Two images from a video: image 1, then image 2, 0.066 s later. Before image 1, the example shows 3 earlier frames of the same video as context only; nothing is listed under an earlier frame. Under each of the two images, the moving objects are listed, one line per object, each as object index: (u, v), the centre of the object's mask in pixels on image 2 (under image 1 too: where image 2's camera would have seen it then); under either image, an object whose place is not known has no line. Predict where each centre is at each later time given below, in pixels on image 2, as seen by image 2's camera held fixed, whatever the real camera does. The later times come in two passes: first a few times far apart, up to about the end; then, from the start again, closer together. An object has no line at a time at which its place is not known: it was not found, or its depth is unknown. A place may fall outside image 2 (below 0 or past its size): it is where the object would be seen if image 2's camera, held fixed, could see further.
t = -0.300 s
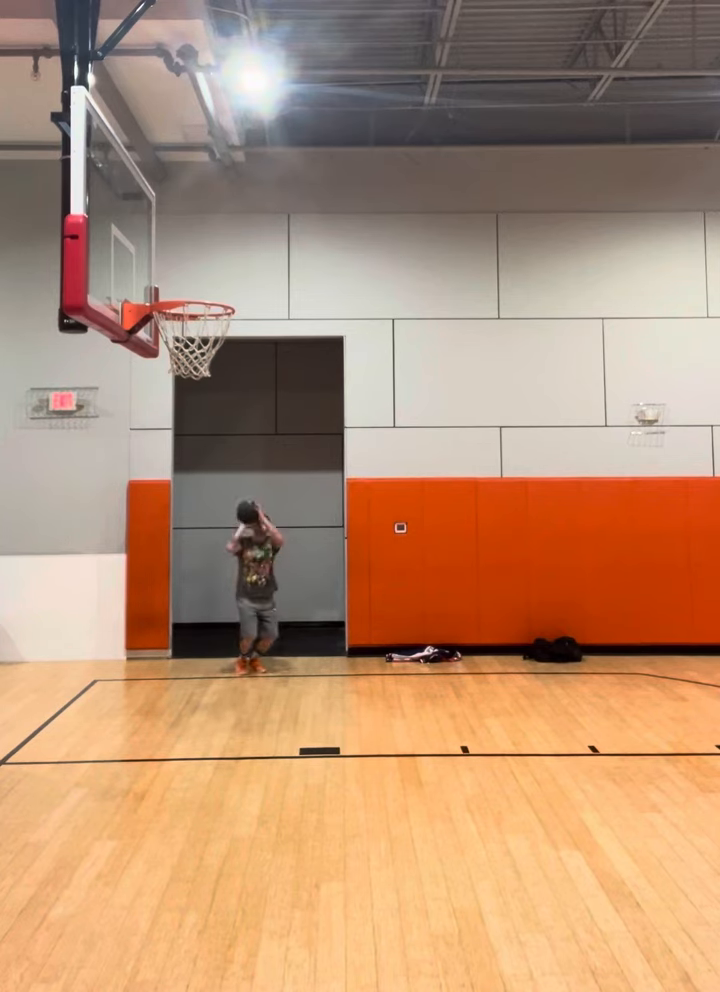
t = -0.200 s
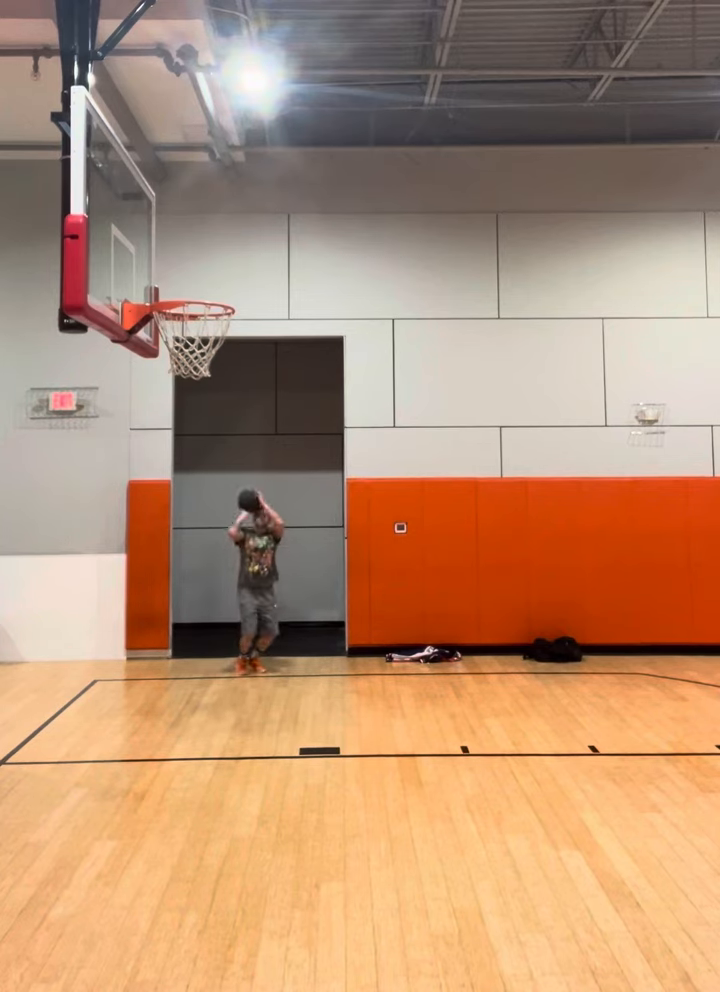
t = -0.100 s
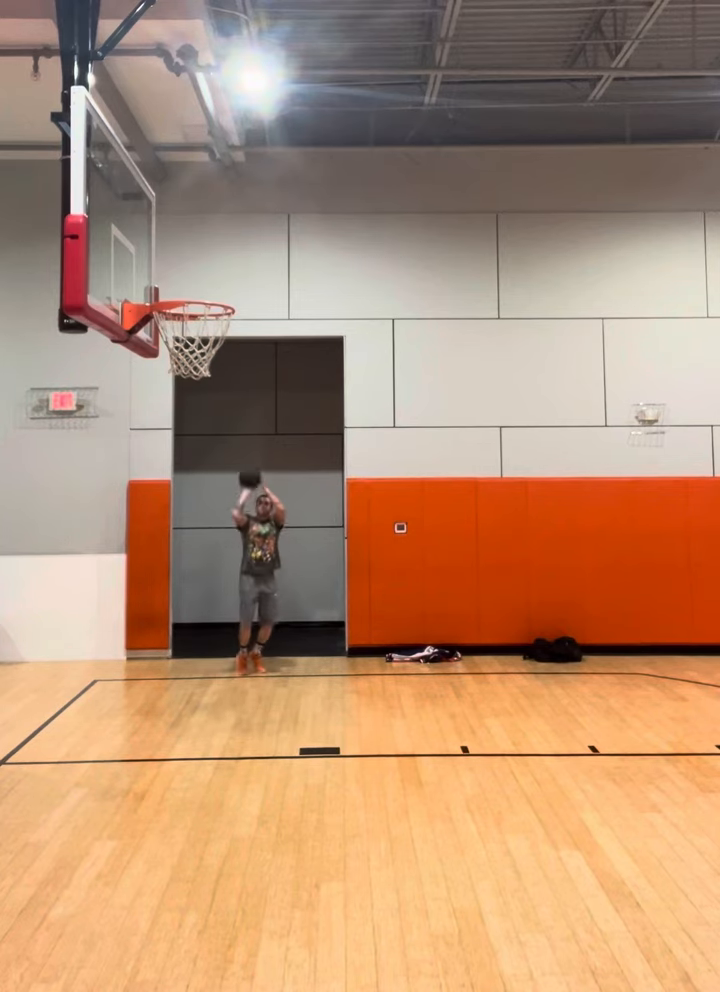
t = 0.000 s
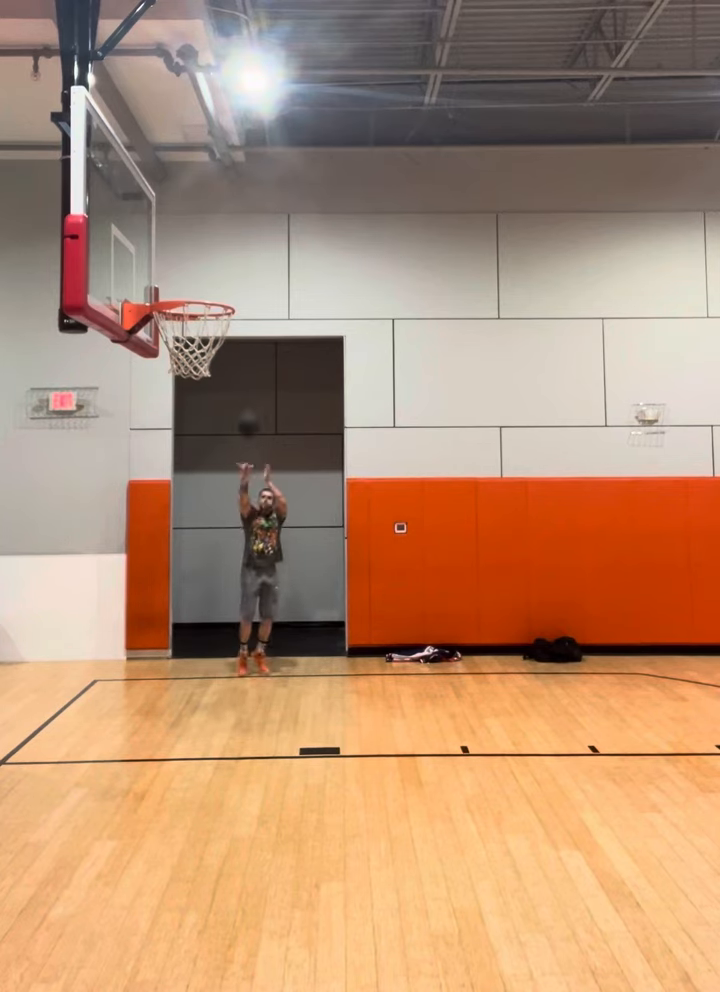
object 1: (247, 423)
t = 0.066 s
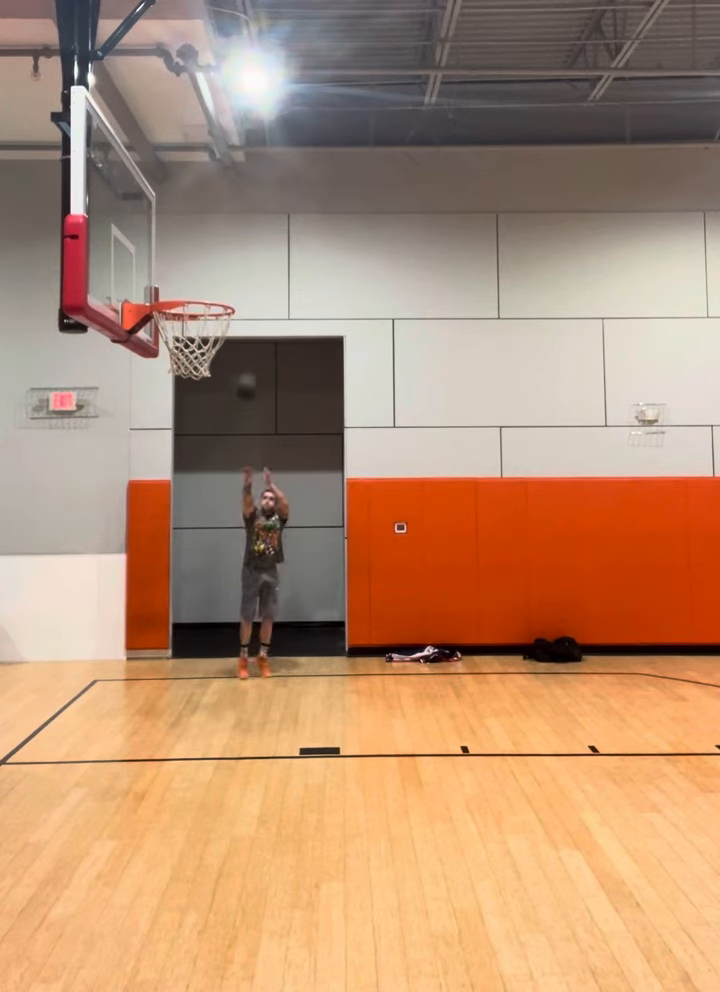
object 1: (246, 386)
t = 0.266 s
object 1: (239, 299)
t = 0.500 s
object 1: (229, 230)
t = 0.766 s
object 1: (214, 223)
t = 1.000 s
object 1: (197, 307)
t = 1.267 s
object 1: (183, 337)
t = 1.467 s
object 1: (177, 414)
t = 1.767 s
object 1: (164, 679)
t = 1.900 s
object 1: (158, 865)
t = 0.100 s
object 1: (245, 368)
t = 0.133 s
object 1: (243, 353)
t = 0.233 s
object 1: (242, 311)
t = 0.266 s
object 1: (239, 299)
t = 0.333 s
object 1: (236, 274)
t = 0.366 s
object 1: (235, 263)
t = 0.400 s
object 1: (233, 253)
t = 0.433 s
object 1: (232, 245)
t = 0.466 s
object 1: (230, 237)
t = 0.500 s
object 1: (229, 230)
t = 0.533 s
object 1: (227, 224)
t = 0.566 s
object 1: (225, 220)
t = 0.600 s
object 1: (224, 217)
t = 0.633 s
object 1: (222, 215)
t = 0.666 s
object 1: (220, 215)
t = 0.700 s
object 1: (218, 216)
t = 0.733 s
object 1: (216, 218)
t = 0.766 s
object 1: (214, 223)
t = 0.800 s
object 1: (211, 229)
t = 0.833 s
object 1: (209, 237)
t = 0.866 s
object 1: (207, 246)
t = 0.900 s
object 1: (204, 258)
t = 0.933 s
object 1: (202, 272)
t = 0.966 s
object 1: (199, 286)
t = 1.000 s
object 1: (197, 307)
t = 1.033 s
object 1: (193, 329)
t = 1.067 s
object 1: (191, 342)
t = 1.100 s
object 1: (189, 333)
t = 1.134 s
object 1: (188, 333)
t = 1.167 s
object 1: (187, 329)
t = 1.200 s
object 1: (186, 329)
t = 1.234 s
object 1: (185, 332)
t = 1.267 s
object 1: (183, 337)
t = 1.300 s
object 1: (182, 344)
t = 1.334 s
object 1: (180, 356)
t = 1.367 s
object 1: (179, 365)
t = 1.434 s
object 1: (178, 397)
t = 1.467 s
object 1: (177, 414)
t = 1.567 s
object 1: (174, 481)
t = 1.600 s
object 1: (172, 509)
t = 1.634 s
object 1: (171, 537)
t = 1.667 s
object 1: (170, 568)
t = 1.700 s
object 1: (168, 602)
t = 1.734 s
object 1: (167, 639)
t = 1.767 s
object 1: (164, 679)
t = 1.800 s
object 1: (163, 722)
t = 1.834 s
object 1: (161, 768)
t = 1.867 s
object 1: (159, 815)
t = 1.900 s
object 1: (158, 865)
